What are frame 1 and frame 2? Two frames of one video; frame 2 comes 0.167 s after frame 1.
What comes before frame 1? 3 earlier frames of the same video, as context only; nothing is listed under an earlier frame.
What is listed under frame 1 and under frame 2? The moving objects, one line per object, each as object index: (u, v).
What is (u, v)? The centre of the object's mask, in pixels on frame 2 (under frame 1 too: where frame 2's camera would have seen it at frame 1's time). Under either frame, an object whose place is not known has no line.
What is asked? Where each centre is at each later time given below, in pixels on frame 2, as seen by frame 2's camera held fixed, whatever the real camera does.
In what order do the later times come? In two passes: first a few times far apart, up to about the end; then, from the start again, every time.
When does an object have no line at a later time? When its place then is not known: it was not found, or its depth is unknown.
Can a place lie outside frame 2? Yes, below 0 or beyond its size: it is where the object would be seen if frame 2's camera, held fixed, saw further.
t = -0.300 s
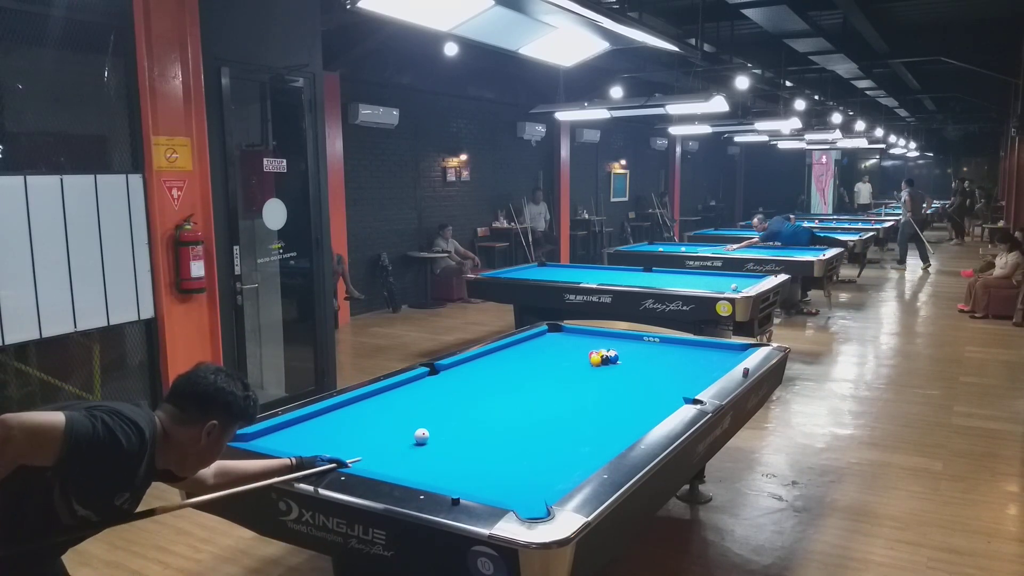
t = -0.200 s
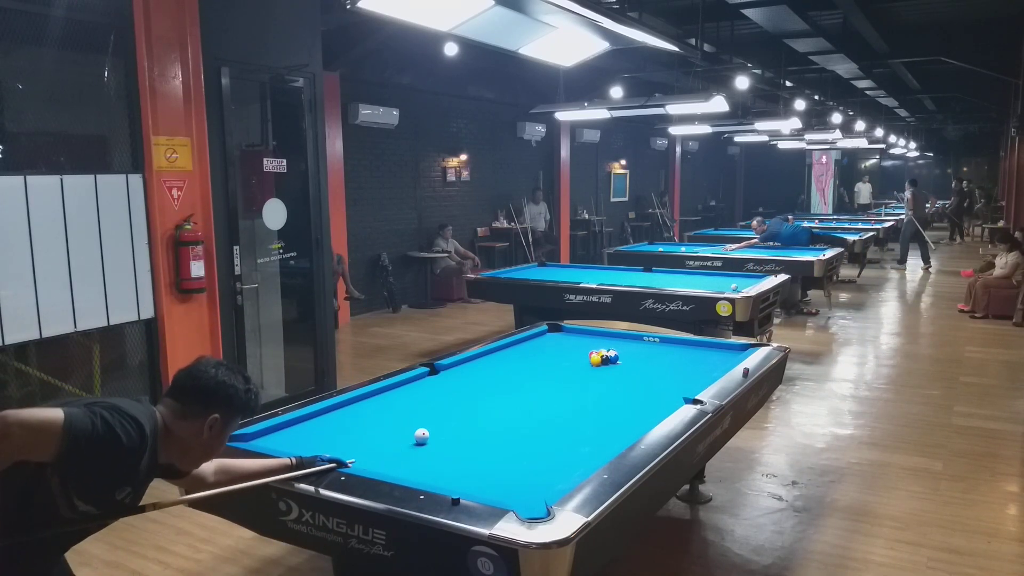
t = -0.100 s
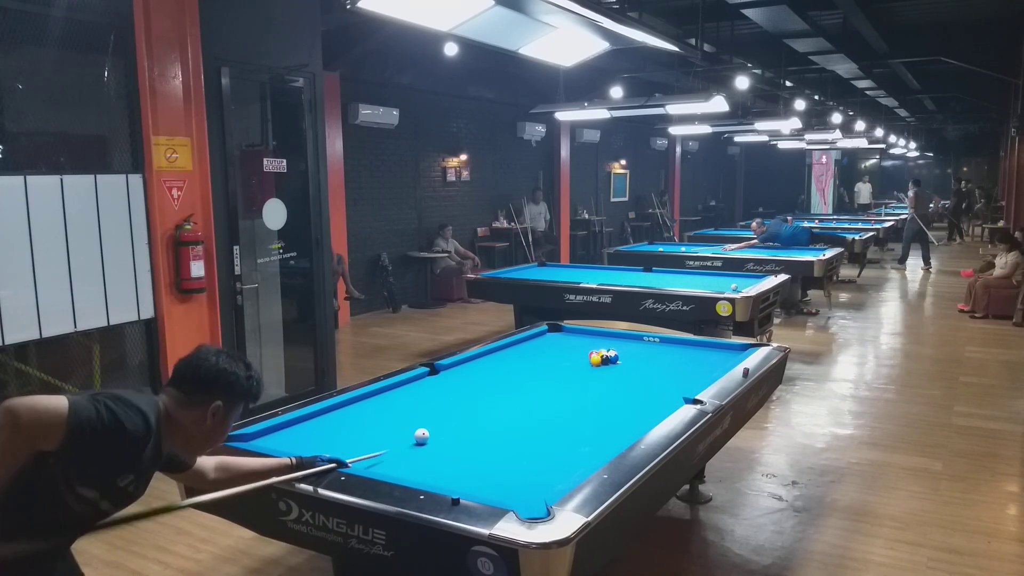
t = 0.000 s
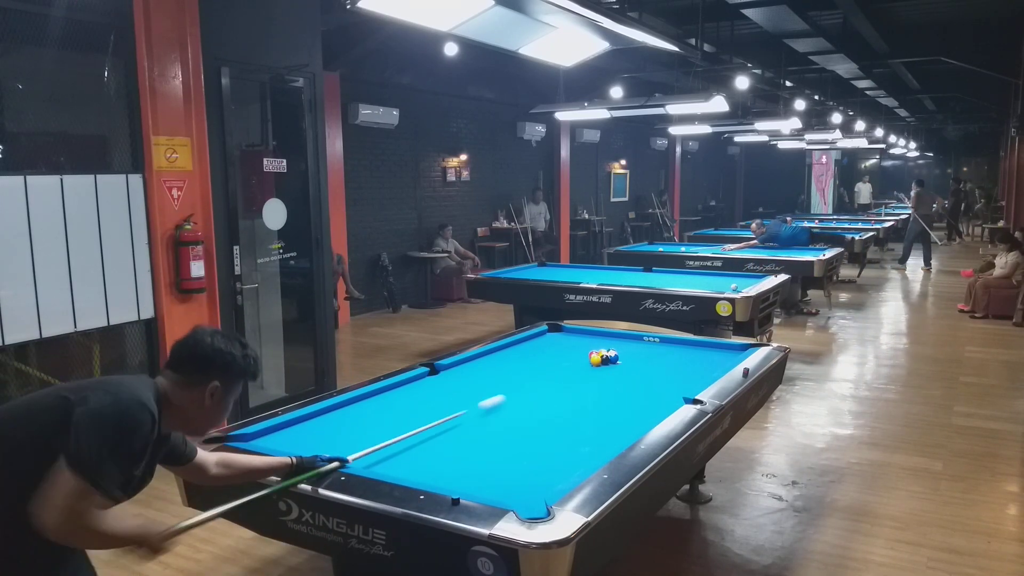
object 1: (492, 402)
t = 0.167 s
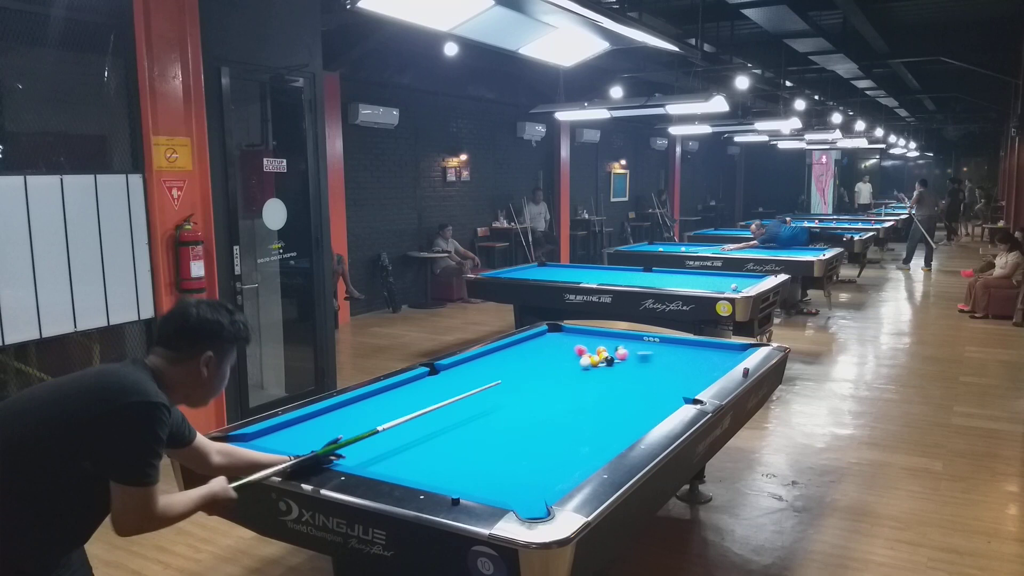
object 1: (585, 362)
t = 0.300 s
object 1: (571, 368)
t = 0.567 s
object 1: (554, 373)
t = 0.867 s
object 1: (537, 377)
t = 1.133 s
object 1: (522, 380)
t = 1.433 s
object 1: (507, 385)
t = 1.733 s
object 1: (491, 388)
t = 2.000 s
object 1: (478, 392)
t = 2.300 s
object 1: (464, 396)
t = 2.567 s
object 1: (452, 399)
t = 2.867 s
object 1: (439, 402)
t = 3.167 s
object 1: (427, 405)
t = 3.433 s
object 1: (417, 407)
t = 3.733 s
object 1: (407, 410)
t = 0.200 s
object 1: (581, 365)
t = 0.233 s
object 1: (578, 366)
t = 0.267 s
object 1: (575, 367)
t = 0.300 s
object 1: (571, 368)
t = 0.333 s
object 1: (569, 369)
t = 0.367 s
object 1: (566, 370)
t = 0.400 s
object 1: (564, 370)
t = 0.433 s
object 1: (562, 371)
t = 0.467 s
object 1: (560, 371)
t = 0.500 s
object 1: (558, 372)
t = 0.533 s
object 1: (556, 372)
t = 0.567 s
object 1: (554, 373)
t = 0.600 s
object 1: (552, 373)
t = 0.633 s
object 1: (550, 374)
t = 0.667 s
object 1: (548, 374)
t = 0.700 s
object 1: (547, 375)
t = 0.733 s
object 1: (545, 375)
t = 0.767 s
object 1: (543, 375)
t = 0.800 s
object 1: (541, 376)
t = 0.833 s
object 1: (539, 376)
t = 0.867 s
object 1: (537, 377)
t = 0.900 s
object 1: (535, 377)
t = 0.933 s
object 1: (533, 378)
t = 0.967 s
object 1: (532, 378)
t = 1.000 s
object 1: (530, 379)
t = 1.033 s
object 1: (528, 379)
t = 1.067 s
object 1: (526, 380)
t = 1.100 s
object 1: (524, 380)
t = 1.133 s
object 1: (522, 380)
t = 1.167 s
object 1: (521, 381)
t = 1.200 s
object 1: (519, 381)
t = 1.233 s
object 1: (517, 382)
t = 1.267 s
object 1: (515, 382)
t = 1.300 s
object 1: (514, 383)
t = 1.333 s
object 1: (512, 383)
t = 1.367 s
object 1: (510, 384)
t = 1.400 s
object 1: (508, 384)
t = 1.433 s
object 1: (507, 385)
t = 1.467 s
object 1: (505, 385)
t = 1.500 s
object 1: (503, 385)
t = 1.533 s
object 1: (501, 386)
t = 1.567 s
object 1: (500, 386)
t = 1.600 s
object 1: (498, 387)
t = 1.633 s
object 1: (496, 387)
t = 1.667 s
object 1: (495, 388)
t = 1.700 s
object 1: (493, 388)
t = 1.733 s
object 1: (491, 388)
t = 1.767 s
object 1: (490, 389)
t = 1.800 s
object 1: (488, 389)
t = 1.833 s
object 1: (486, 390)
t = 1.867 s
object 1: (485, 390)
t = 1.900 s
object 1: (483, 391)
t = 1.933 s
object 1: (481, 391)
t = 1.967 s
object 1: (480, 392)
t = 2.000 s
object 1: (478, 392)
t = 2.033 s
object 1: (476, 392)
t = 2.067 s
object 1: (475, 393)
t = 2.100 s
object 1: (473, 393)
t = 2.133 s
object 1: (472, 393)
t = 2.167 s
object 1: (470, 394)
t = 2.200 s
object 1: (469, 394)
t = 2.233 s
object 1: (467, 395)
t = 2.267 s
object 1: (466, 395)
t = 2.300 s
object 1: (464, 396)
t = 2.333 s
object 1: (462, 396)
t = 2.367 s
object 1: (461, 396)
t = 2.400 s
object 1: (459, 397)
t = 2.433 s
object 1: (458, 397)
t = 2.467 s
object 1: (456, 398)
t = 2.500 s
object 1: (455, 398)
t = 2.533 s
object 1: (453, 398)
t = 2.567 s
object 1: (452, 399)
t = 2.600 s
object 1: (450, 399)
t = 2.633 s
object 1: (449, 399)
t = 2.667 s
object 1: (447, 400)
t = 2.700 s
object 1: (446, 400)
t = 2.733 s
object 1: (445, 401)
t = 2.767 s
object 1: (443, 401)
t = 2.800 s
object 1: (442, 401)
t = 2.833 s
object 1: (440, 402)
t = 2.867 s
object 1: (439, 402)
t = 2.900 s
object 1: (437, 402)
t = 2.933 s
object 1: (436, 403)
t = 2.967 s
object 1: (435, 403)
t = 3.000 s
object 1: (433, 403)
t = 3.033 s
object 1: (432, 404)
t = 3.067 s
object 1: (431, 404)
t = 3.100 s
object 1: (430, 404)
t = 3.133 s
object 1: (428, 405)
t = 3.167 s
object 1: (427, 405)
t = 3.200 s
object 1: (426, 405)
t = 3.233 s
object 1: (424, 405)
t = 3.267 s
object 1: (423, 406)
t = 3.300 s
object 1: (422, 406)
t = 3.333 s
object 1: (421, 406)
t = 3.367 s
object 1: (420, 407)
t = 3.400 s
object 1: (418, 407)
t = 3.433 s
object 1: (417, 407)
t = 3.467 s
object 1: (416, 408)
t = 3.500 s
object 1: (415, 408)
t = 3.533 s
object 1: (414, 408)
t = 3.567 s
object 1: (413, 409)
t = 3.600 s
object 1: (412, 409)
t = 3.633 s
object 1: (410, 409)
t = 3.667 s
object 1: (409, 409)
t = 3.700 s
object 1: (408, 410)
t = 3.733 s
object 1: (407, 410)
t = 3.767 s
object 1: (406, 410)
